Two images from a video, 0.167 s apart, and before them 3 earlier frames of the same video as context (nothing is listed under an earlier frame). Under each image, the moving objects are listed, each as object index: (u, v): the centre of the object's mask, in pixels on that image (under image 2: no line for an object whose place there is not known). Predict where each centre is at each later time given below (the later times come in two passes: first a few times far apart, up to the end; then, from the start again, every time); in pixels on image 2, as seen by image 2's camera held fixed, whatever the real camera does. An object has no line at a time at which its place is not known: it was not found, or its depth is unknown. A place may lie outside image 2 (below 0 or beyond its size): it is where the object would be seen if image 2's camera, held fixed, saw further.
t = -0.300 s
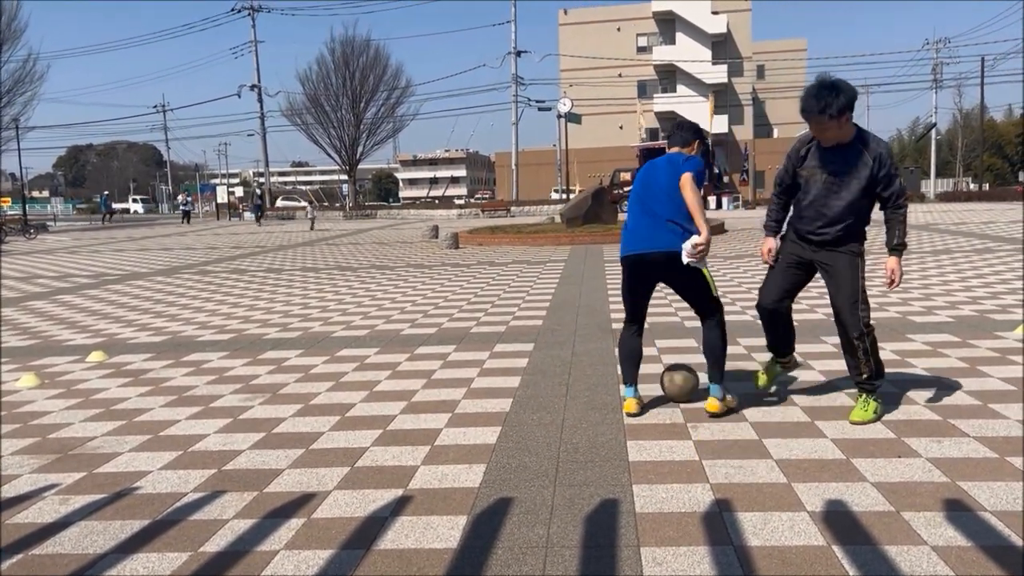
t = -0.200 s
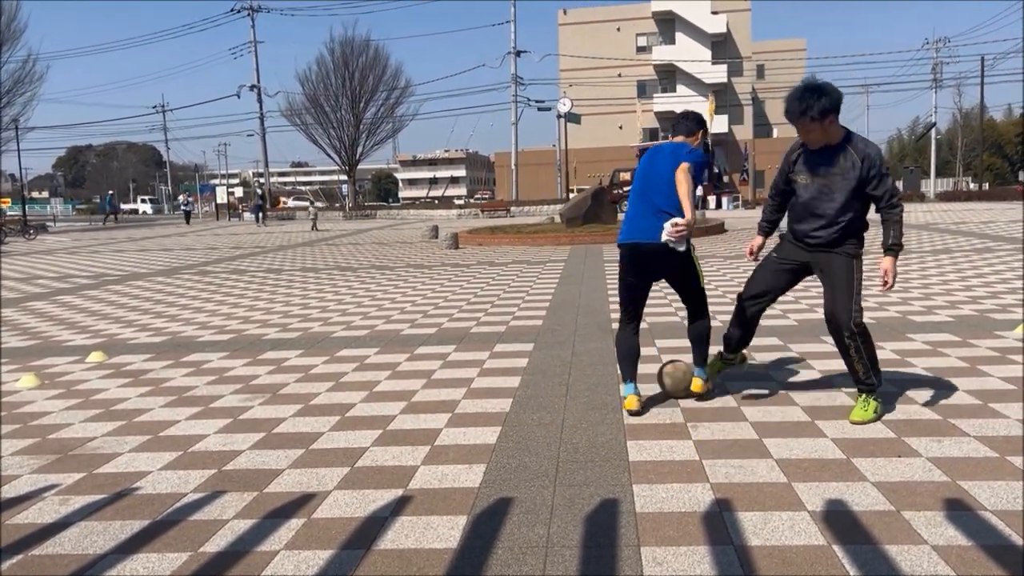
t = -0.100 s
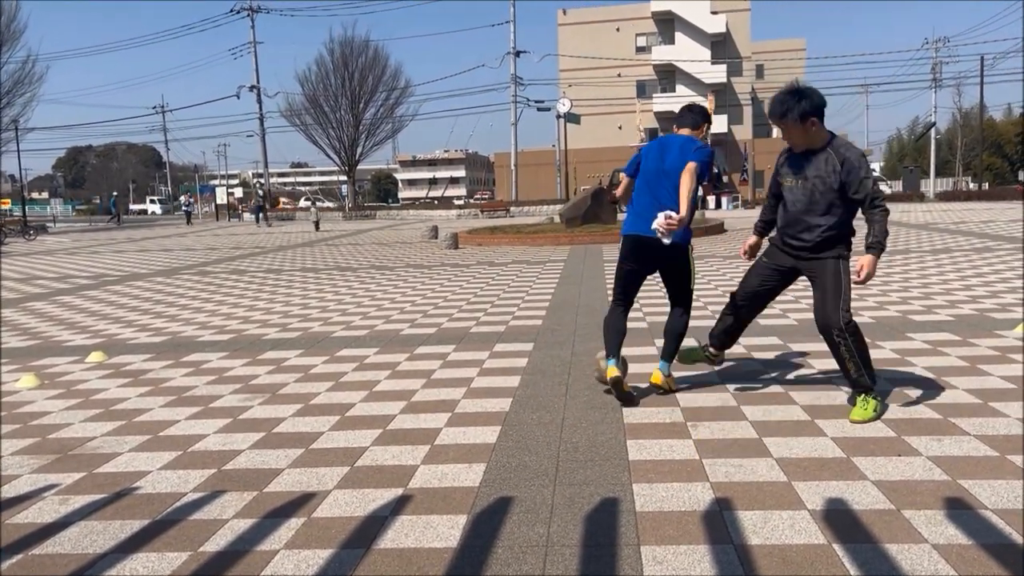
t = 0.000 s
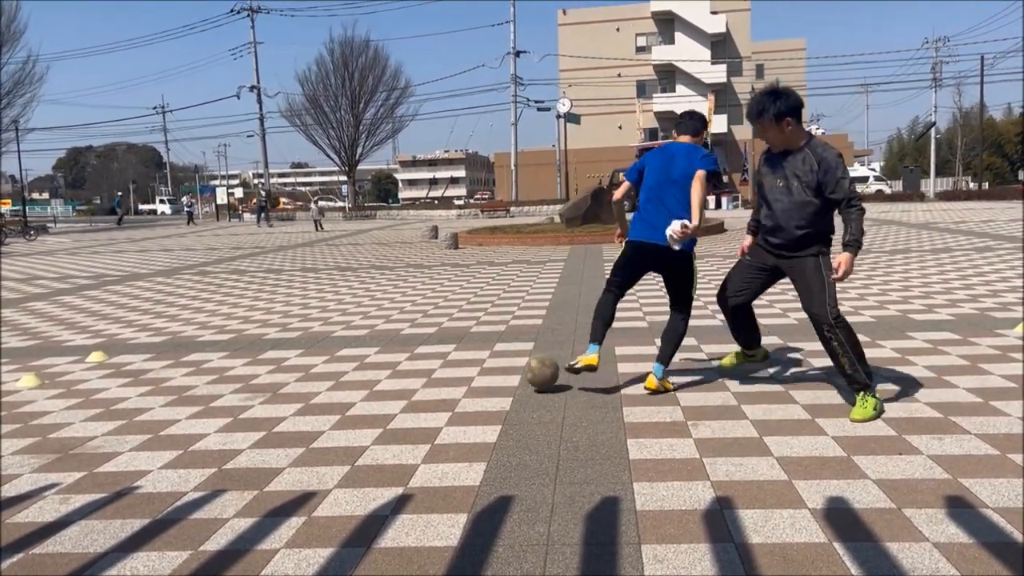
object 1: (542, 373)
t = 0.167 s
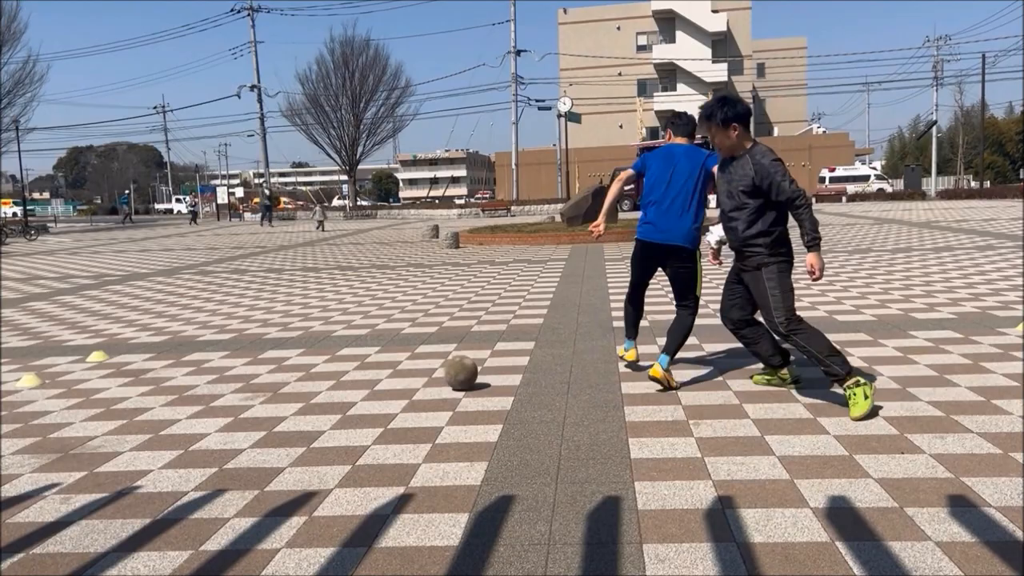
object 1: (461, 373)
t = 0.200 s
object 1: (448, 373)
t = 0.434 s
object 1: (360, 374)
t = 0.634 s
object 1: (289, 372)
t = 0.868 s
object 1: (213, 371)
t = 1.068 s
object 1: (153, 371)
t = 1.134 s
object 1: (134, 371)
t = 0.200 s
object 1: (448, 373)
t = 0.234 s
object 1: (435, 374)
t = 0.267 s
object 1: (421, 373)
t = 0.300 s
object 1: (409, 373)
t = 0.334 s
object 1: (396, 373)
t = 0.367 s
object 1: (384, 373)
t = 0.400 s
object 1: (371, 373)
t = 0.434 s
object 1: (360, 374)
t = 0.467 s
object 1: (347, 373)
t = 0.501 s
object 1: (335, 372)
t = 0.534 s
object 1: (324, 373)
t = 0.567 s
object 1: (312, 373)
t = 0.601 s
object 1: (300, 372)
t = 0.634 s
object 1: (289, 372)
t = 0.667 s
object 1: (277, 371)
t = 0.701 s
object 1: (266, 372)
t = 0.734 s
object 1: (255, 371)
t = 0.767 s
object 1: (245, 372)
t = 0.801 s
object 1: (235, 371)
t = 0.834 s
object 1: (224, 371)
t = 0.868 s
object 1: (213, 371)
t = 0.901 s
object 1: (203, 371)
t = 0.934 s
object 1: (192, 371)
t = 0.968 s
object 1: (182, 371)
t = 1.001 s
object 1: (172, 371)
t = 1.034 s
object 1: (163, 370)
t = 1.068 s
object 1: (153, 371)
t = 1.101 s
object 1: (144, 371)
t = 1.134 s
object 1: (134, 371)
